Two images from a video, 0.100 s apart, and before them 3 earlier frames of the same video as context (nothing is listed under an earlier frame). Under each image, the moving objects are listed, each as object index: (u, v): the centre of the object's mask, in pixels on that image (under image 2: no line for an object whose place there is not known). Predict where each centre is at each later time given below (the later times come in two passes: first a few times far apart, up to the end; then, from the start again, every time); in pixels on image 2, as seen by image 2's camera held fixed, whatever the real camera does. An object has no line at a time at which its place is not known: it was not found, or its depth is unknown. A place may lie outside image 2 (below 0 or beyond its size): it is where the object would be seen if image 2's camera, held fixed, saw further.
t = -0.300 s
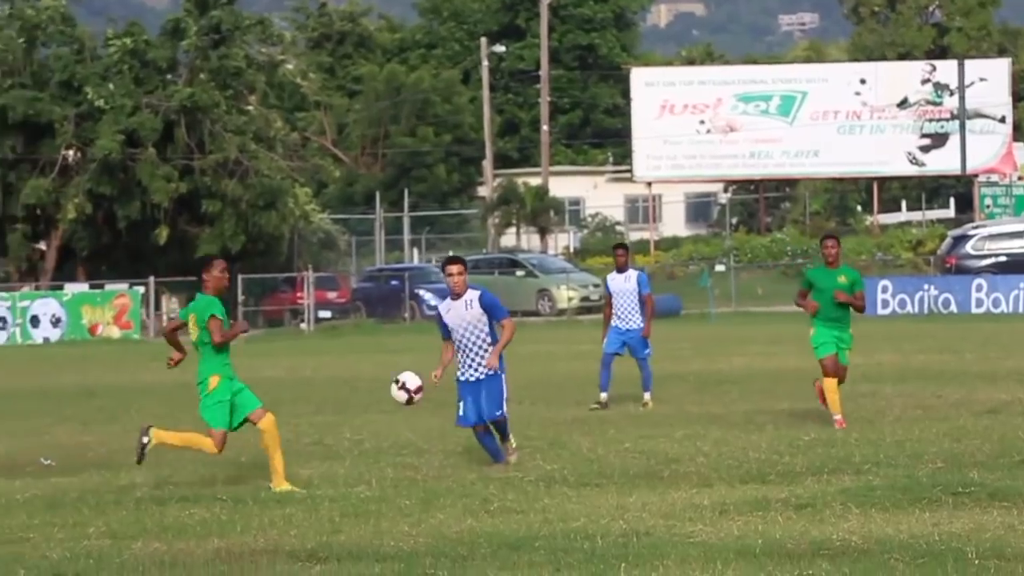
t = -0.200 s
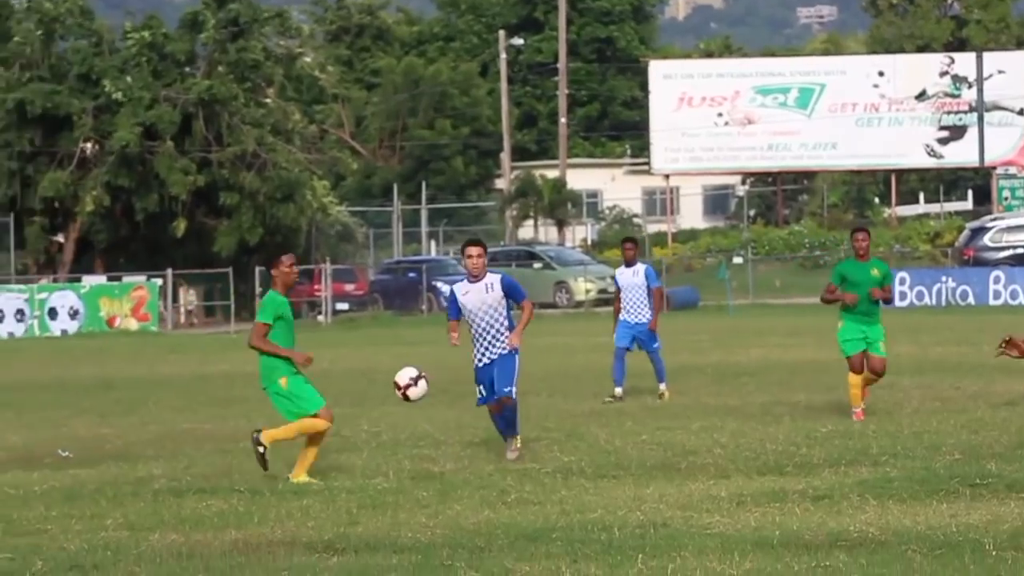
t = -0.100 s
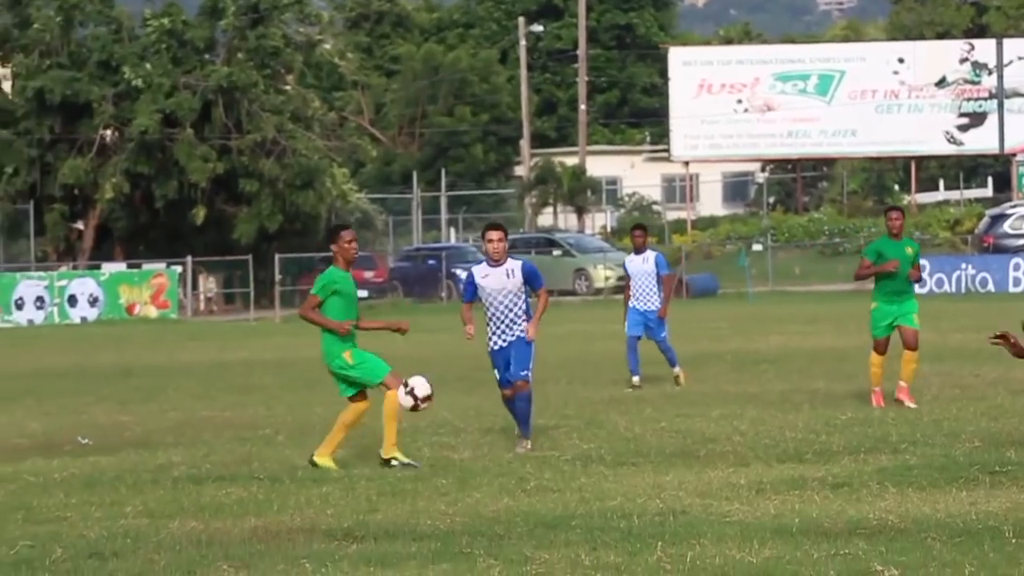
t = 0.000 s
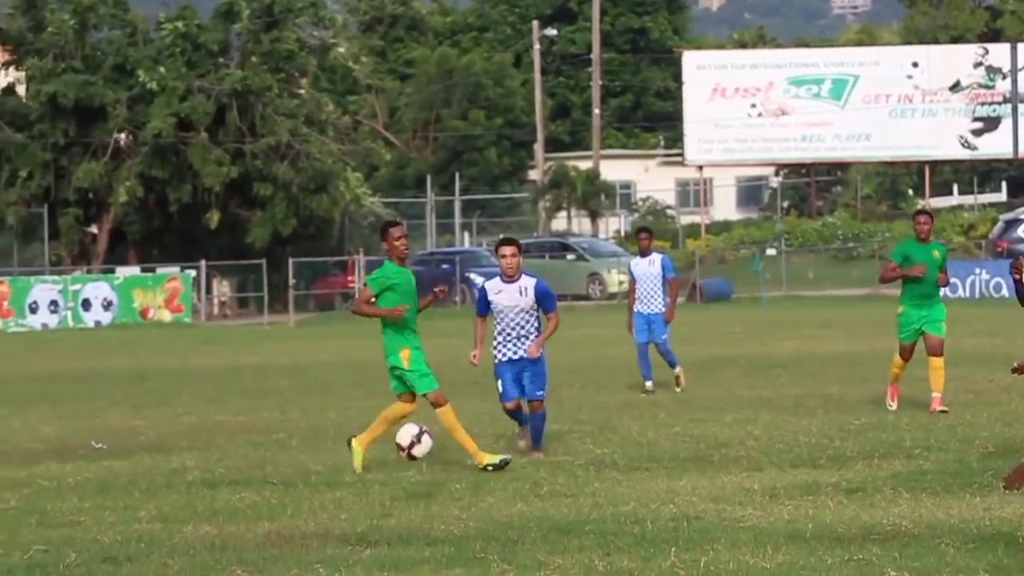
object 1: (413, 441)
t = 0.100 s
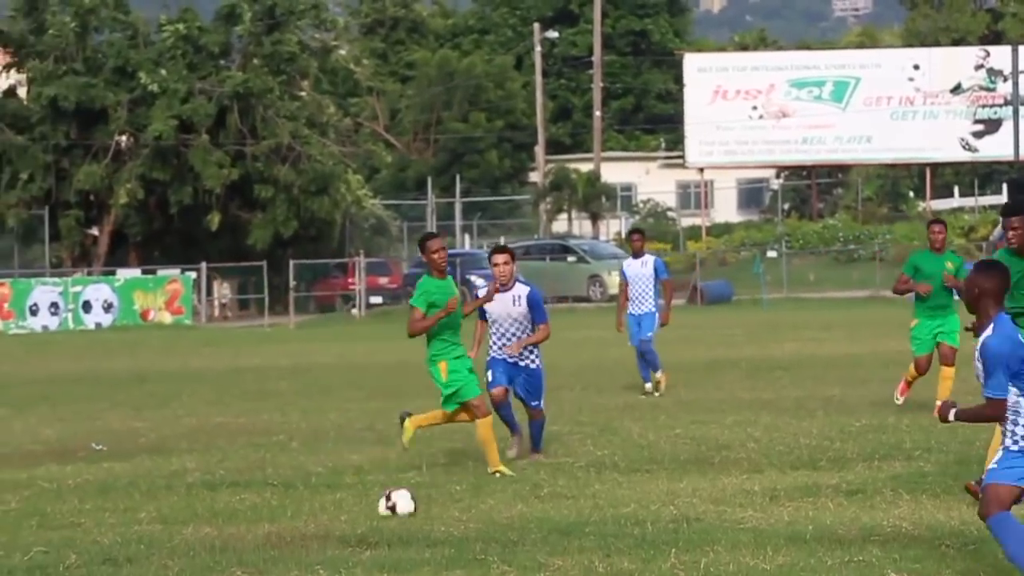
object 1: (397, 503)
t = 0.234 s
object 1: (380, 453)
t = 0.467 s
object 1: (349, 427)
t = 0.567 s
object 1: (333, 453)
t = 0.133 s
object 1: (394, 495)
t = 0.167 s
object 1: (389, 479)
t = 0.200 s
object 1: (385, 465)
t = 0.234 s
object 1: (380, 453)
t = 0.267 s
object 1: (377, 442)
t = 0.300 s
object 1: (372, 434)
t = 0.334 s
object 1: (368, 428)
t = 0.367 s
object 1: (363, 425)
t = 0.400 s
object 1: (359, 422)
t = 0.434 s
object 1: (354, 424)
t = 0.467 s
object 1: (349, 427)
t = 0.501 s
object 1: (344, 433)
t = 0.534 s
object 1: (339, 442)
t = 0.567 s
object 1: (333, 453)
